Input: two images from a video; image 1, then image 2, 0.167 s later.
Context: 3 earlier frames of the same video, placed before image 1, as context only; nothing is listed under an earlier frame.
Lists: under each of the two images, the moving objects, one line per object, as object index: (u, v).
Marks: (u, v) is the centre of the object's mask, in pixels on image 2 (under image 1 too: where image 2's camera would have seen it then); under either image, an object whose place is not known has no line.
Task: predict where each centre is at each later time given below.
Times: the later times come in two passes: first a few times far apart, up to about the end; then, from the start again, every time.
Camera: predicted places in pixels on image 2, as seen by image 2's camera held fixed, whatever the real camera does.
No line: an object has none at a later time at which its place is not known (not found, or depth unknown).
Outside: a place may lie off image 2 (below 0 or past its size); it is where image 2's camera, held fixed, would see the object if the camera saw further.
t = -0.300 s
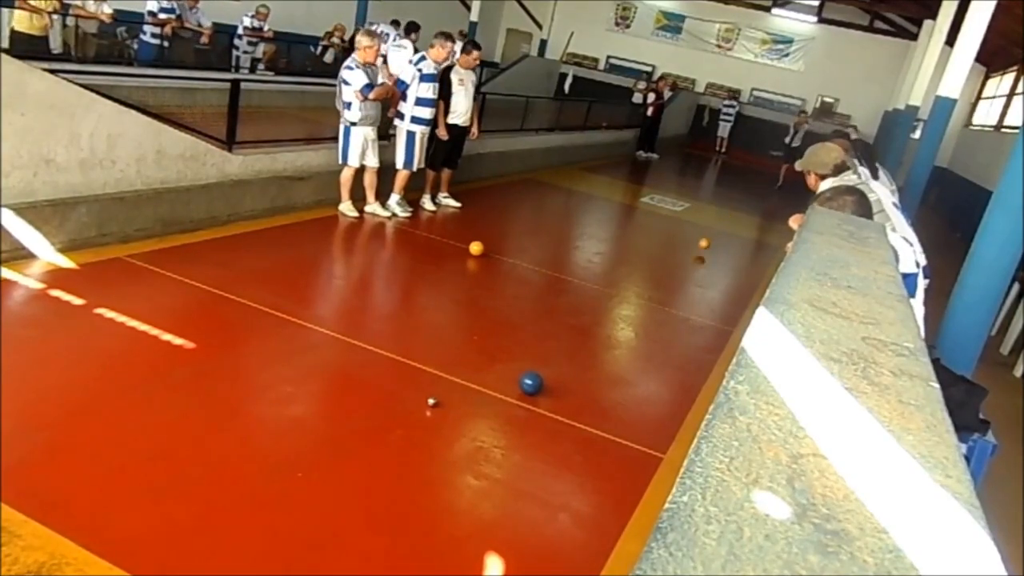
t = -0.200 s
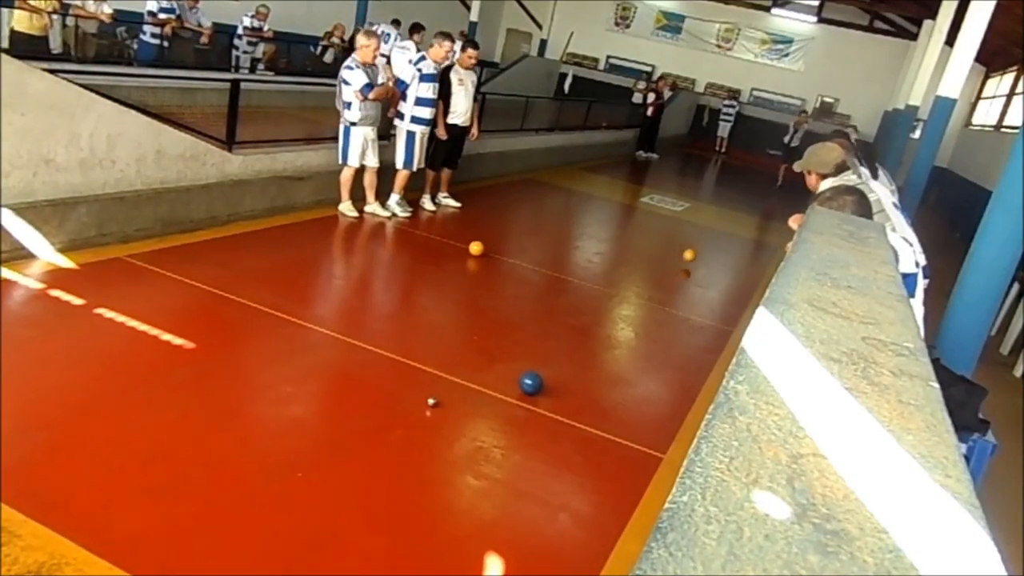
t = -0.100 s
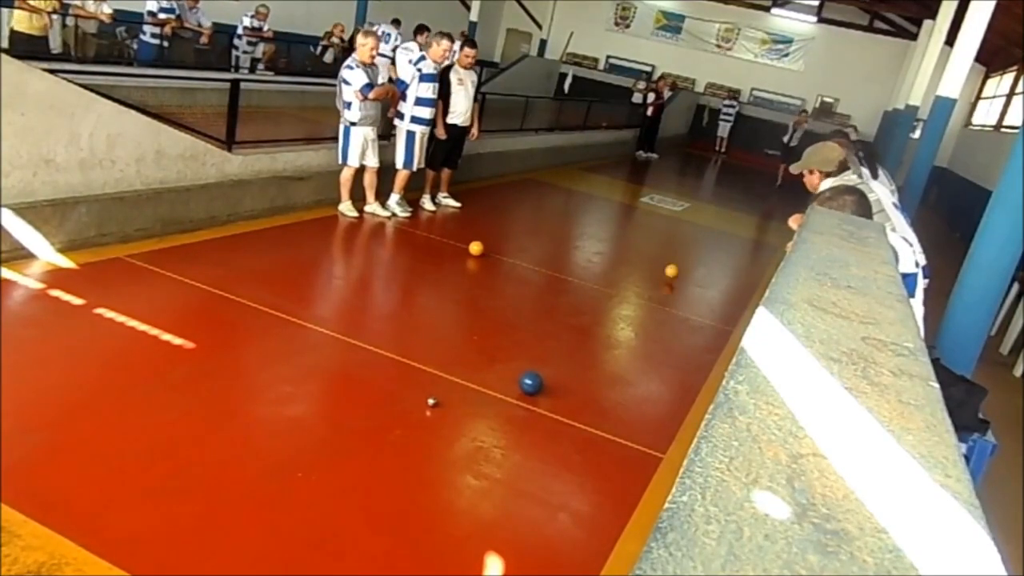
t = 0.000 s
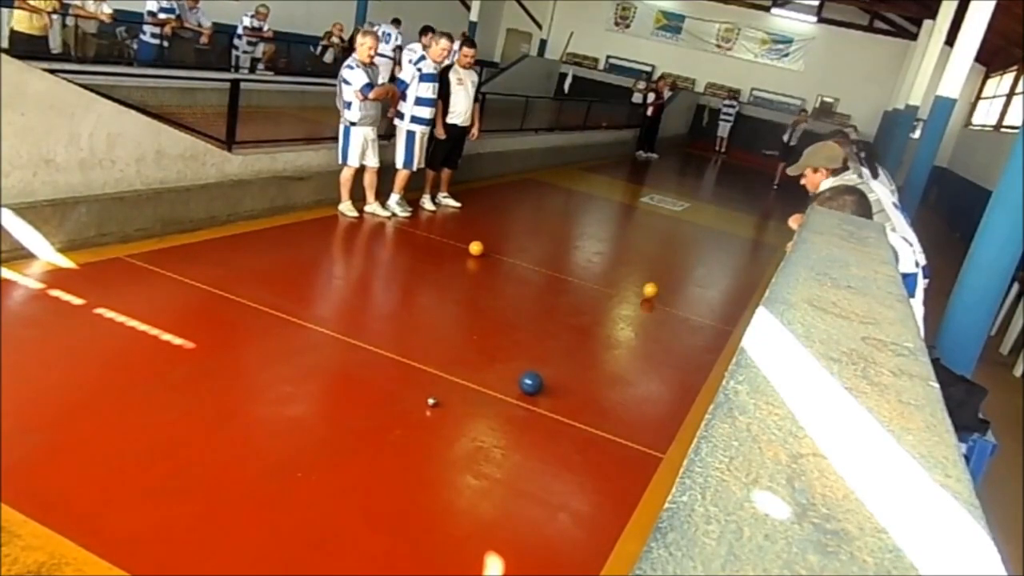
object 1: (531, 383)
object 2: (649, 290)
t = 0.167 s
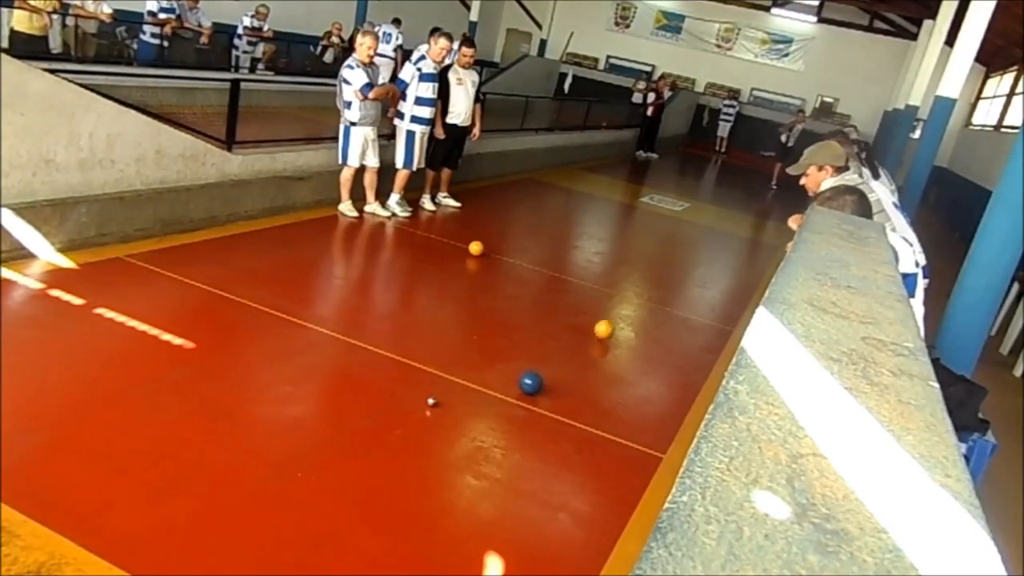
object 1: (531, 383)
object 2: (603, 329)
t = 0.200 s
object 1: (531, 383)
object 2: (591, 339)
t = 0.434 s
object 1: (404, 413)
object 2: (588, 411)
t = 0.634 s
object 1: (98, 485)
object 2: (666, 466)
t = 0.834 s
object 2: (662, 483)
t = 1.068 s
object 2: (638, 487)
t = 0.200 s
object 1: (531, 383)
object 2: (591, 339)
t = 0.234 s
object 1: (531, 383)
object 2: (578, 351)
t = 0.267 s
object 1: (531, 383)
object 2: (564, 363)
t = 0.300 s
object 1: (531, 383)
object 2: (549, 376)
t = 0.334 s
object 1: (506, 389)
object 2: (555, 385)
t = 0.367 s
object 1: (474, 396)
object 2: (566, 394)
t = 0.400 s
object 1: (440, 404)
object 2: (577, 402)
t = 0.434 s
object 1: (404, 413)
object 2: (588, 411)
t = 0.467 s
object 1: (364, 423)
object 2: (601, 420)
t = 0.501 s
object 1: (320, 433)
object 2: (613, 428)
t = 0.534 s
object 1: (271, 445)
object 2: (626, 438)
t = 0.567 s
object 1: (220, 457)
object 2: (640, 447)
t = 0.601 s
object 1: (162, 470)
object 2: (653, 456)
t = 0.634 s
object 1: (98, 485)
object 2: (666, 466)
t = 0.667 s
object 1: (28, 501)
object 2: (675, 472)
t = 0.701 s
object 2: (677, 474)
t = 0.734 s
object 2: (673, 477)
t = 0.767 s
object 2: (670, 479)
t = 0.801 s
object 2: (666, 481)
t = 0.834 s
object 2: (662, 483)
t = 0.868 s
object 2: (658, 484)
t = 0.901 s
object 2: (655, 486)
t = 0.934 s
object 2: (651, 486)
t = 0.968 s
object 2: (647, 486)
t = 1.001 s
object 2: (644, 487)
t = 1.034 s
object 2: (641, 487)
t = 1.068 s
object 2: (638, 487)
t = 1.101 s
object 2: (636, 488)
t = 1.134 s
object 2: (634, 488)
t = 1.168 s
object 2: (631, 488)
